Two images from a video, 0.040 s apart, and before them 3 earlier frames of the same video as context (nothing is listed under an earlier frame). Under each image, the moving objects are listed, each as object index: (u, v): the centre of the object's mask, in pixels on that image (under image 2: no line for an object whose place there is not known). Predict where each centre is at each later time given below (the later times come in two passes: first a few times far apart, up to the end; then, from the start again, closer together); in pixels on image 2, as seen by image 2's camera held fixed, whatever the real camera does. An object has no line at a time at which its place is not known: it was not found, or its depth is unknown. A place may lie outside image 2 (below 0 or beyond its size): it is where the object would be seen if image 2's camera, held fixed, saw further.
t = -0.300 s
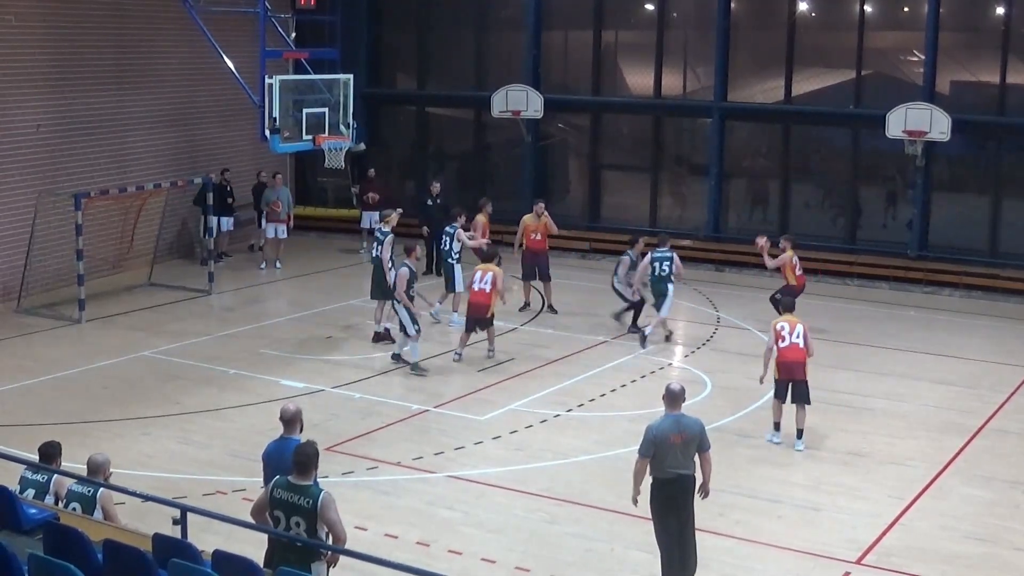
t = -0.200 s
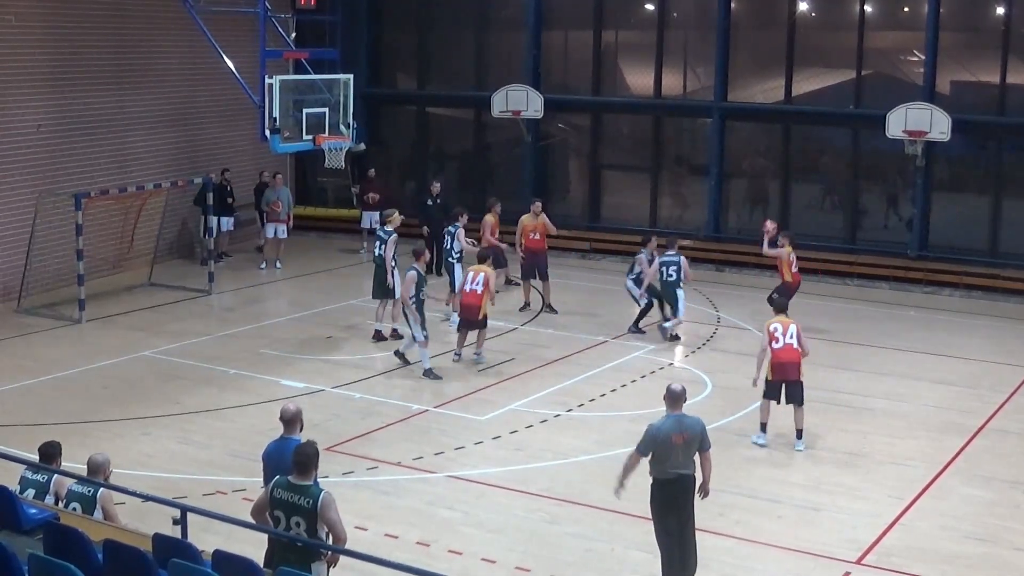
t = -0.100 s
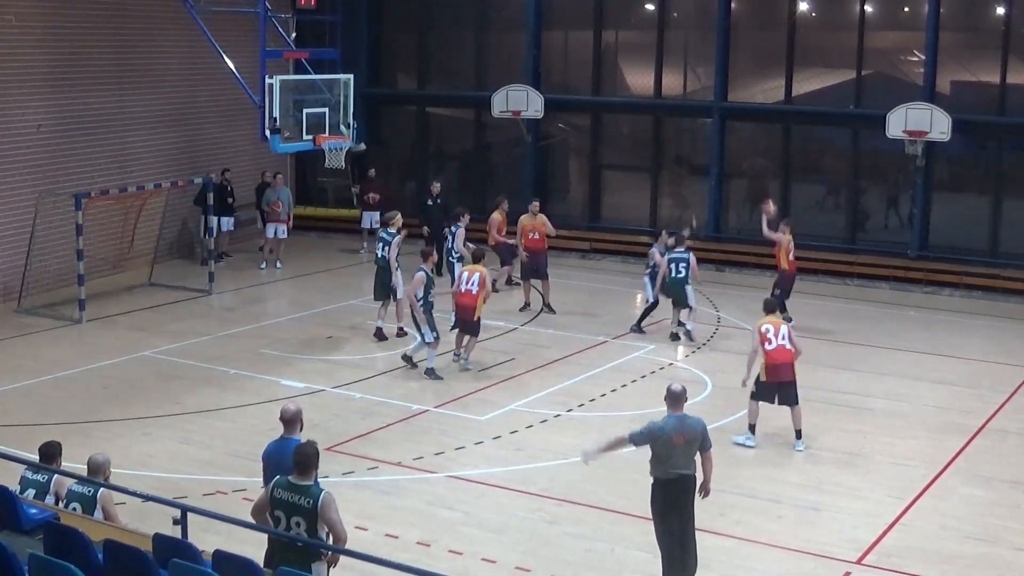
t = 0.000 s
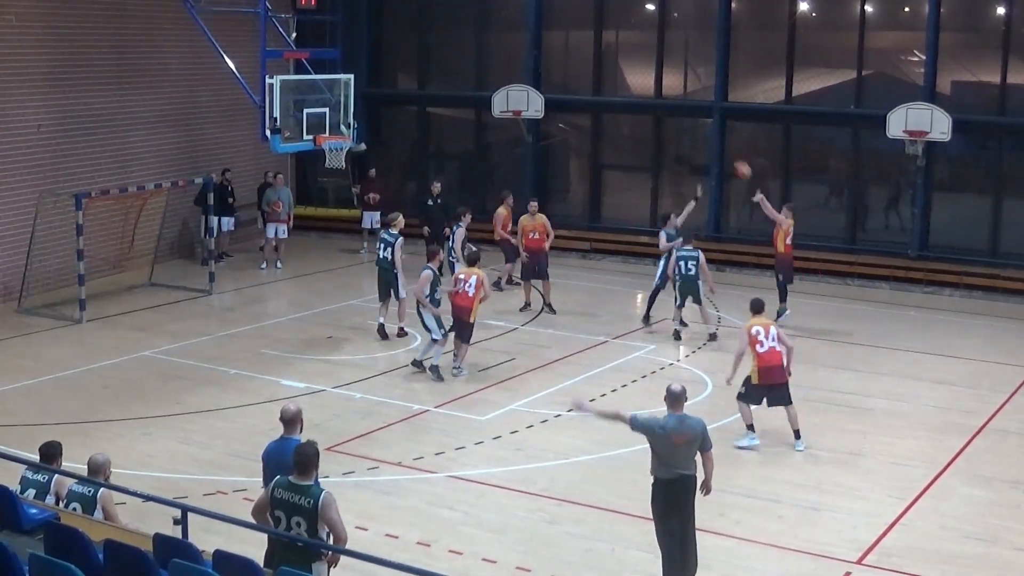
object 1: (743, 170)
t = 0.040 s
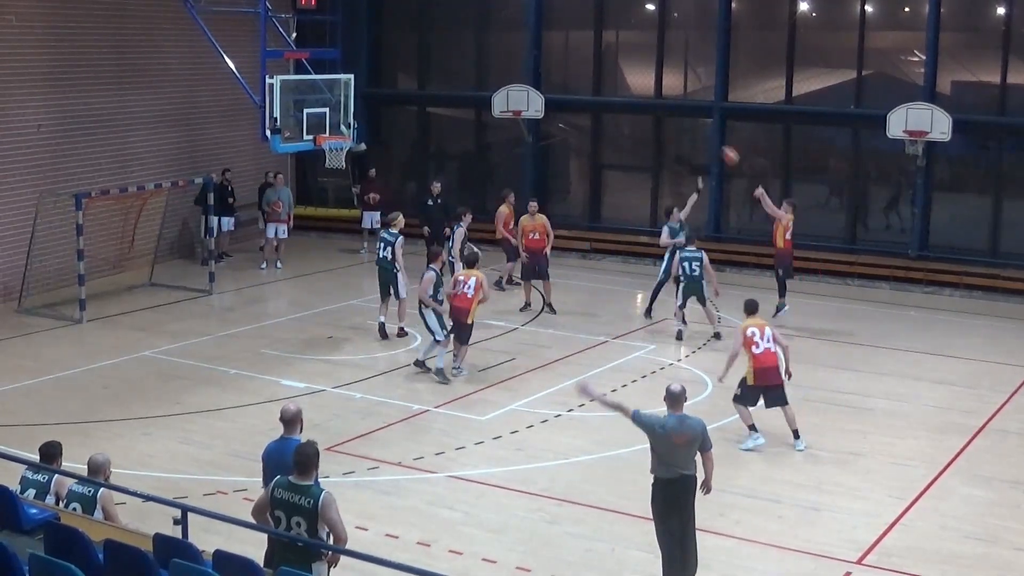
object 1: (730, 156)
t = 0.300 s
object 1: (644, 80)
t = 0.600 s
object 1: (538, 46)
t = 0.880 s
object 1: (437, 67)
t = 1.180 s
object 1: (335, 139)
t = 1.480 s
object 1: (293, 180)
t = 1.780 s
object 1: (260, 264)
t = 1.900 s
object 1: (246, 313)
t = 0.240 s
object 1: (664, 94)
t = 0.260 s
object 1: (656, 90)
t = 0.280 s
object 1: (650, 86)
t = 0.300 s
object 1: (644, 80)
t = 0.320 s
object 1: (636, 75)
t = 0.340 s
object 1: (630, 72)
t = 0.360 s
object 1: (622, 69)
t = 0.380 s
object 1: (615, 66)
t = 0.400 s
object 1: (608, 63)
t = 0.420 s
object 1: (602, 60)
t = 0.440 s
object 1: (595, 57)
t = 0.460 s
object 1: (588, 55)
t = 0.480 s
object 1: (581, 53)
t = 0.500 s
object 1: (574, 50)
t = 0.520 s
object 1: (565, 50)
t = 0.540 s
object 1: (560, 48)
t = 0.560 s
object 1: (551, 47)
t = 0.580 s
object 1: (545, 46)
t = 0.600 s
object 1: (538, 46)
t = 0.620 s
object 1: (531, 45)
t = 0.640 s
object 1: (525, 45)
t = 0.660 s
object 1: (517, 45)
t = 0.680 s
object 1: (510, 46)
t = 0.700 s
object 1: (503, 46)
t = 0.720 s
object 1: (495, 49)
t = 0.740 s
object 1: (488, 49)
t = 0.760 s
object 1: (482, 51)
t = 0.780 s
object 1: (474, 53)
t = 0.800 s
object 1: (467, 55)
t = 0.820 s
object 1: (460, 57)
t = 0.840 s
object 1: (453, 59)
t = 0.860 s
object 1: (445, 63)
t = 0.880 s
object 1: (437, 67)
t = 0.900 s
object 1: (431, 70)
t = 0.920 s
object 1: (424, 73)
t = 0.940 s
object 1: (417, 77)
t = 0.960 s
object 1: (410, 81)
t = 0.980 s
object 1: (403, 86)
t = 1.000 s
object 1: (396, 90)
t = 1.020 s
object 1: (389, 95)
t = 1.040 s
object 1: (382, 100)
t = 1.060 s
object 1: (374, 106)
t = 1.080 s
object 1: (367, 112)
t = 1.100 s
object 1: (362, 117)
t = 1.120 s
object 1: (356, 122)
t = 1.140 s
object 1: (348, 130)
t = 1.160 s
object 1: (341, 133)
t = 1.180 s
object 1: (335, 139)
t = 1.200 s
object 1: (324, 152)
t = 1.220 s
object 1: (320, 154)
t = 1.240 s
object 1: (318, 154)
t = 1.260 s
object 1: (315, 155)
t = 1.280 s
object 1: (314, 156)
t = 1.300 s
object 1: (312, 158)
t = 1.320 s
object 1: (309, 159)
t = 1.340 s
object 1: (307, 161)
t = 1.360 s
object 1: (306, 163)
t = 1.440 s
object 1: (297, 174)
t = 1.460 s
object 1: (295, 177)
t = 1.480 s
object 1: (293, 180)
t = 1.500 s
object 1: (291, 182)
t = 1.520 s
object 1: (289, 188)
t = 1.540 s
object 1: (287, 191)
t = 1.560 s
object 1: (285, 196)
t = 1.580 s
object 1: (280, 202)
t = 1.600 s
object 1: (277, 206)
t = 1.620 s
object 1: (275, 211)
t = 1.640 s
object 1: (277, 216)
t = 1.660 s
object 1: (272, 223)
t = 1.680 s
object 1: (270, 230)
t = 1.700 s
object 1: (267, 237)
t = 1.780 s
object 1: (260, 264)
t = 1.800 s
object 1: (259, 272)
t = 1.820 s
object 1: (256, 279)
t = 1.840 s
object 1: (253, 287)
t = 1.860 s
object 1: (251, 297)
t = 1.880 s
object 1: (248, 304)
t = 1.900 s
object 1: (246, 313)
